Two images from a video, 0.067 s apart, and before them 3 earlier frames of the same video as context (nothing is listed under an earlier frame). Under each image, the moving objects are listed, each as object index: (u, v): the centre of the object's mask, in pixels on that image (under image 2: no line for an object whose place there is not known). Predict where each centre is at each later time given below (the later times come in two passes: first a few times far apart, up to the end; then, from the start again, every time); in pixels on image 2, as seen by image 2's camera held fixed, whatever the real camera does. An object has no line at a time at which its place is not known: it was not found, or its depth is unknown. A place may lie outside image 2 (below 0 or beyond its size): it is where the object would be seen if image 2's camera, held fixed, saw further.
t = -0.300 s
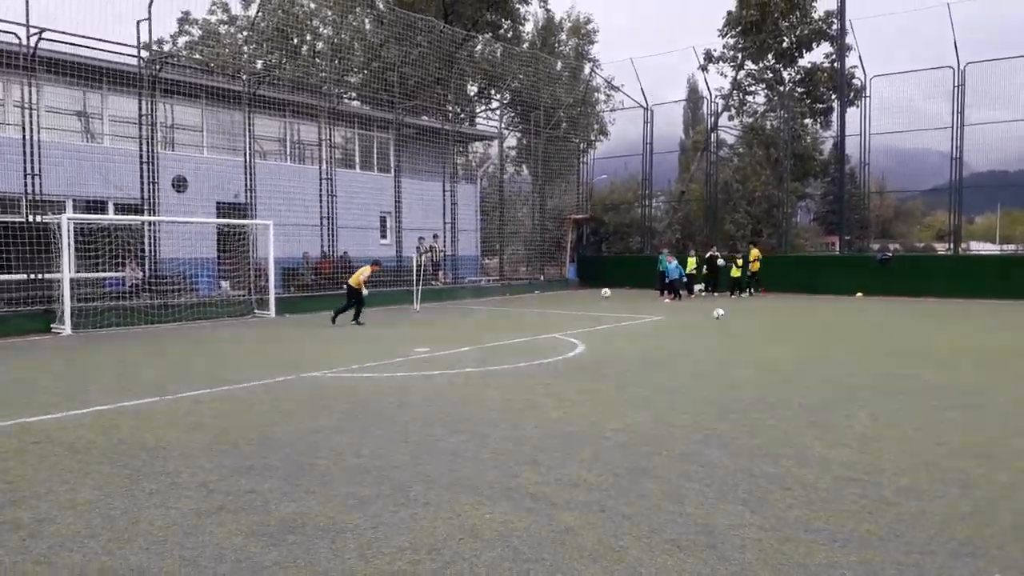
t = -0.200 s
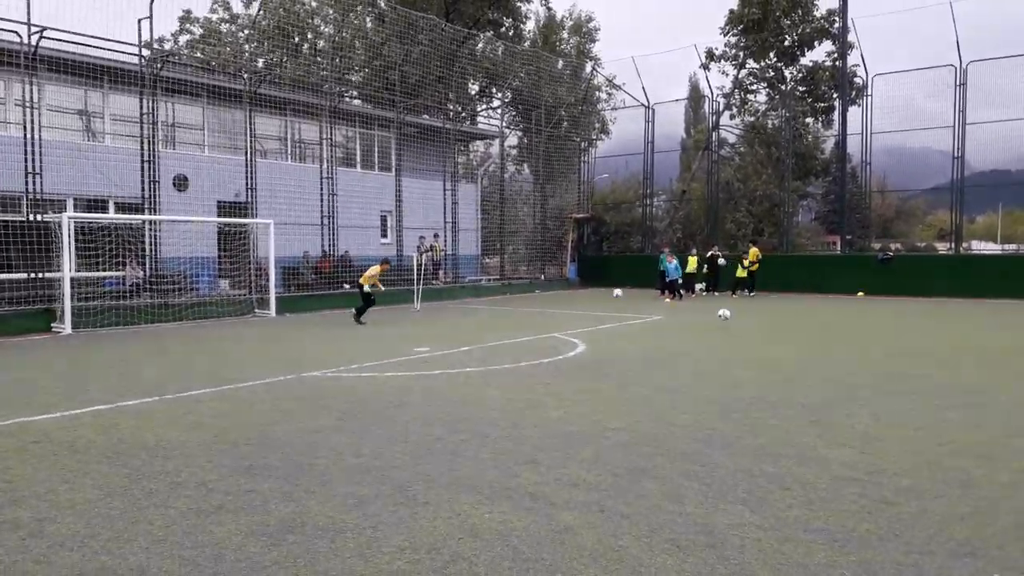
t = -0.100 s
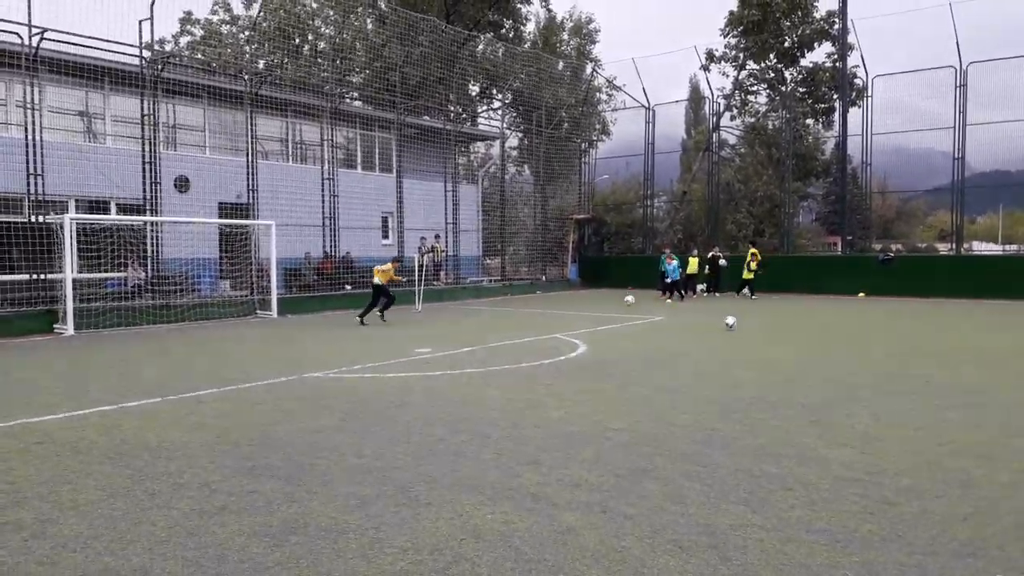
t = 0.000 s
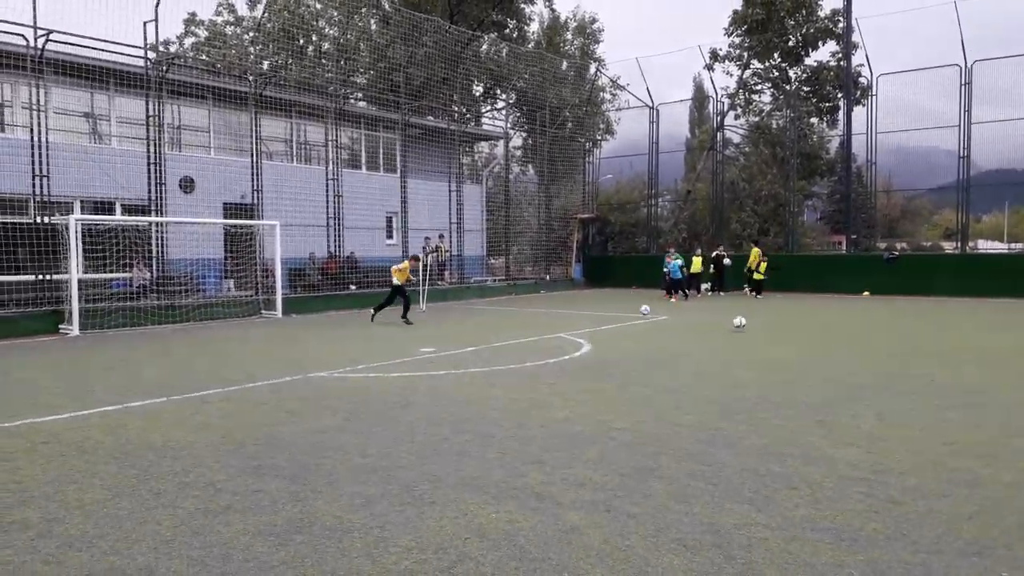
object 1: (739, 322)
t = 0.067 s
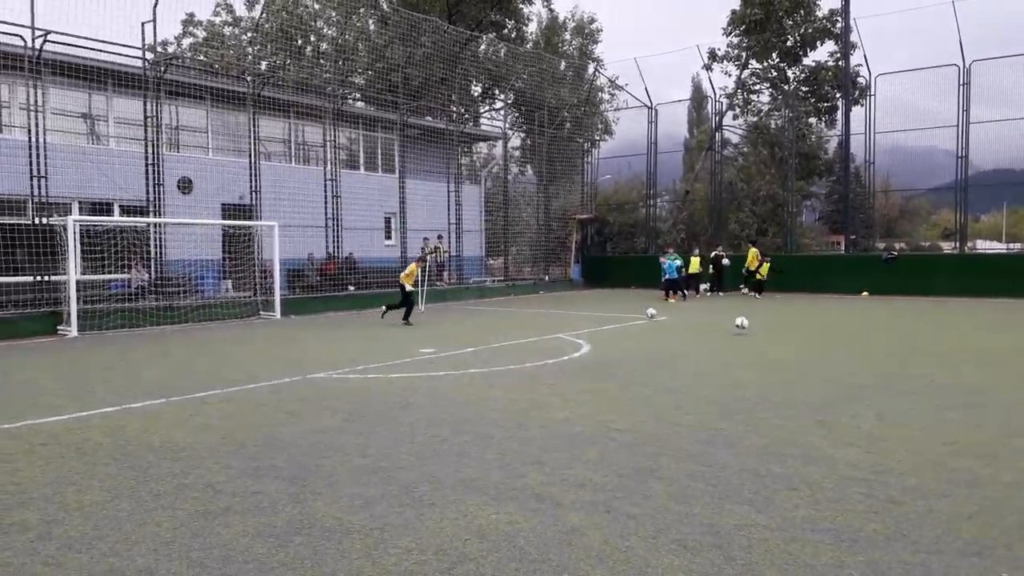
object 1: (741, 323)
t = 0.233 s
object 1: (749, 333)
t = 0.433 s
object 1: (758, 337)
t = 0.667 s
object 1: (770, 348)
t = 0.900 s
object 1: (782, 357)
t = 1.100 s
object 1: (793, 367)
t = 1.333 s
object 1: (807, 382)
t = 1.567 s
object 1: (822, 395)
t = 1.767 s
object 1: (838, 415)
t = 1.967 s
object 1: (857, 438)
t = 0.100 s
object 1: (743, 324)
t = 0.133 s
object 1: (744, 326)
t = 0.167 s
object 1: (746, 328)
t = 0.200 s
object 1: (748, 332)
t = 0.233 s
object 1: (749, 333)
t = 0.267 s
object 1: (751, 332)
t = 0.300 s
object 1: (752, 332)
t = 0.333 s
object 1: (754, 331)
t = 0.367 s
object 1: (755, 332)
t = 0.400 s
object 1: (757, 334)
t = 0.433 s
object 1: (758, 337)
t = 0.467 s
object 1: (760, 340)
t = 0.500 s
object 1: (762, 342)
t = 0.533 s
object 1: (762, 342)
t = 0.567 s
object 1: (765, 343)
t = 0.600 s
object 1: (767, 345)
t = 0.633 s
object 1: (768, 347)
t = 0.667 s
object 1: (770, 348)
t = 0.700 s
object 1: (772, 348)
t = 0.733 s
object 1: (773, 349)
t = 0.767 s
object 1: (775, 351)
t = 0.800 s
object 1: (777, 353)
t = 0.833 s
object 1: (778, 355)
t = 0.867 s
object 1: (780, 356)
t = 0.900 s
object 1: (782, 357)
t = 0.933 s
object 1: (783, 359)
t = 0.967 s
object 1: (785, 361)
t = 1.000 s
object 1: (787, 363)
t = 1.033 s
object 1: (789, 365)
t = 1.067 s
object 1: (791, 366)
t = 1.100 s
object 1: (793, 367)
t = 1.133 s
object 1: (795, 369)
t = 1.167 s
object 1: (797, 372)
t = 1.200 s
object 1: (799, 373)
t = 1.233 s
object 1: (800, 374)
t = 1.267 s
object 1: (802, 376)
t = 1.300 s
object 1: (805, 379)
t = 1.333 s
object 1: (807, 382)
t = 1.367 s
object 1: (809, 383)
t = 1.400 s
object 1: (811, 383)
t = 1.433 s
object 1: (813, 386)
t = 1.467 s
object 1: (816, 390)
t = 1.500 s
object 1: (818, 394)
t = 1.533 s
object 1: (821, 394)
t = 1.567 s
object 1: (822, 395)
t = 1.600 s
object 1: (825, 398)
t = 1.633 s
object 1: (828, 402)
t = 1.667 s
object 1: (830, 408)
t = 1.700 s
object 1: (834, 410)
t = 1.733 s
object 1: (836, 412)
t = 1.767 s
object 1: (838, 415)
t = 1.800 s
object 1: (841, 420)
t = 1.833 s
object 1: (845, 424)
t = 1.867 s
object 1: (848, 426)
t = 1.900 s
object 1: (850, 429)
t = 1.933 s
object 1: (854, 434)
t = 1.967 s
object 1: (857, 438)
